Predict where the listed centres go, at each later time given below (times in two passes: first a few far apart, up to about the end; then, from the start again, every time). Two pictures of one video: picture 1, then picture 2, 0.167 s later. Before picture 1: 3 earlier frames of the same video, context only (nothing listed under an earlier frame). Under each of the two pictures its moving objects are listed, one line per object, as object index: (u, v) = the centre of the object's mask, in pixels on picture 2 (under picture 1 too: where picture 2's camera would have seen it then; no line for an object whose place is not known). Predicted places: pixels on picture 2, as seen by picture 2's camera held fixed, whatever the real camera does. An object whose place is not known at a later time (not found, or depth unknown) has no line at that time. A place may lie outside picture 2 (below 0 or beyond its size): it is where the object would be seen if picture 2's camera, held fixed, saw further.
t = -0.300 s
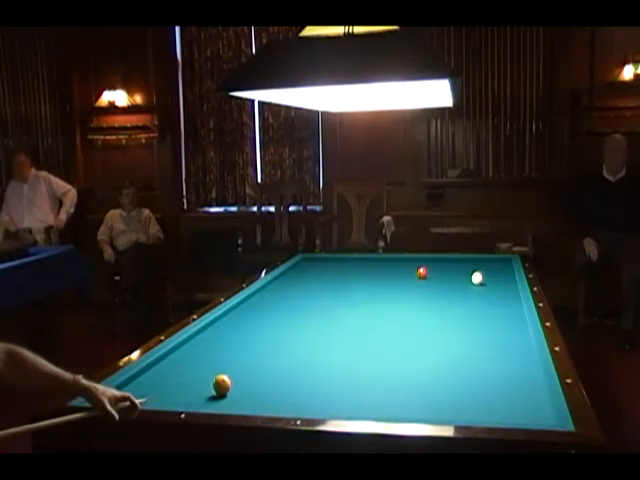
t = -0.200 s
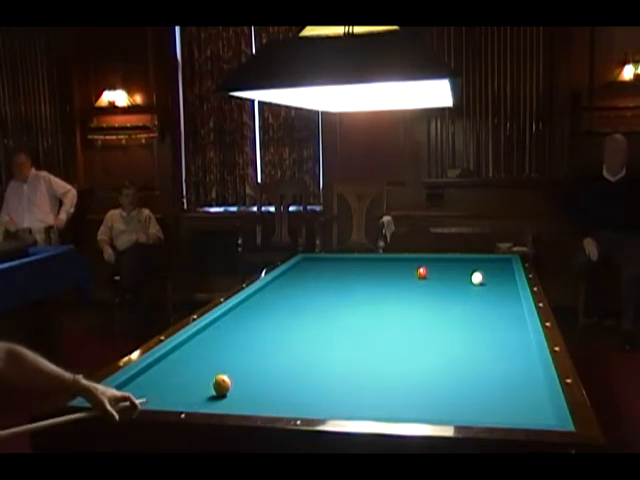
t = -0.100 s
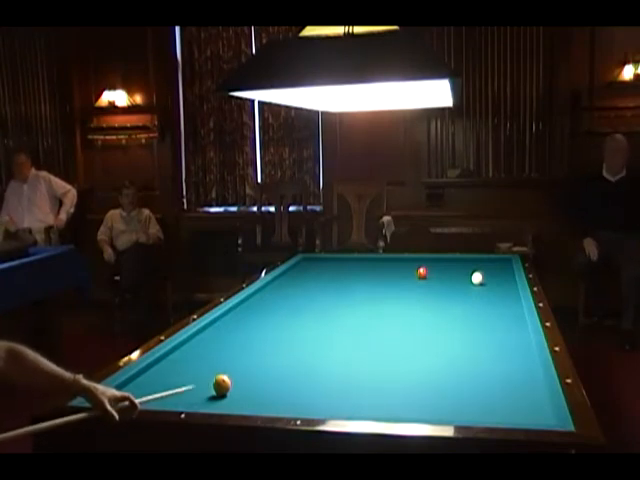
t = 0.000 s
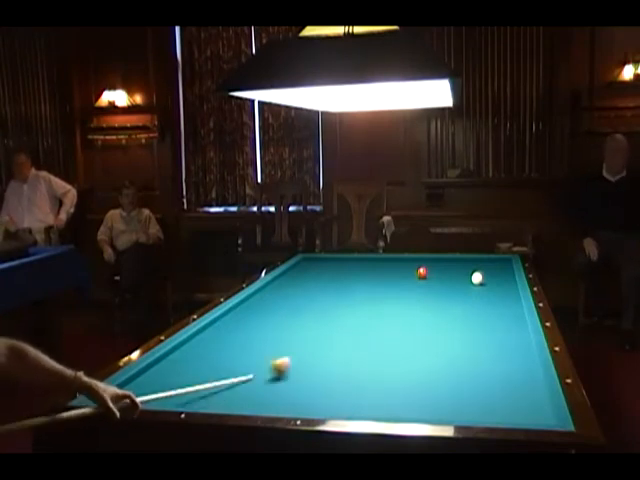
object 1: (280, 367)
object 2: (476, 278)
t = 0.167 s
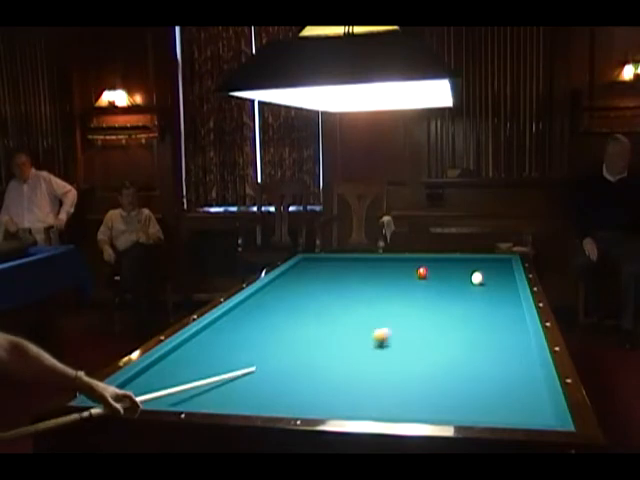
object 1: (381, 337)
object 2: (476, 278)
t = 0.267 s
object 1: (426, 322)
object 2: (476, 278)
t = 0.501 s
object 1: (509, 296)
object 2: (476, 278)
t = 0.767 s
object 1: (461, 280)
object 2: (472, 269)
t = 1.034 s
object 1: (426, 277)
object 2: (464, 259)
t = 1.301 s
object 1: (398, 272)
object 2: (460, 268)
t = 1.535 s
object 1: (377, 269)
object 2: (457, 276)
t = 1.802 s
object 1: (354, 265)
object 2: (453, 286)
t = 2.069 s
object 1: (333, 261)
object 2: (448, 298)
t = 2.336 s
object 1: (314, 258)
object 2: (442, 310)
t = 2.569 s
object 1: (315, 260)
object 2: (436, 323)
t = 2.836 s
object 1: (326, 263)
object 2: (428, 340)
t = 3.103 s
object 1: (337, 266)
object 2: (419, 360)
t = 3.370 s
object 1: (349, 269)
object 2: (408, 384)
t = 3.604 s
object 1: (359, 272)
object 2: (396, 407)
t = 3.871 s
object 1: (372, 275)
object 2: (394, 403)
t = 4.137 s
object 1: (384, 279)
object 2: (397, 386)
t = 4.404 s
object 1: (397, 282)
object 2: (400, 372)
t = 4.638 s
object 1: (408, 286)
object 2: (402, 361)
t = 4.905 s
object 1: (422, 290)
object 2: (404, 351)
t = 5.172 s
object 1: (435, 293)
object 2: (406, 342)
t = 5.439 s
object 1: (450, 297)
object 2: (407, 333)
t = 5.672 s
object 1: (462, 301)
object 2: (408, 327)
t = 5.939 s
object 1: (477, 305)
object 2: (410, 320)
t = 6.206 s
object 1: (491, 309)
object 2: (411, 313)
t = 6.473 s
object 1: (507, 314)
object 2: (412, 307)
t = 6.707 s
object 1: (517, 318)
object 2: (412, 303)
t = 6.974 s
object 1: (511, 320)
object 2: (413, 299)
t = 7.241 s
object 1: (505, 323)
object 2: (413, 294)
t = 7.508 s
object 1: (498, 325)
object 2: (413, 291)
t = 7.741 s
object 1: (493, 328)
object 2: (413, 287)
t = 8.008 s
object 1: (488, 330)
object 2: (413, 284)
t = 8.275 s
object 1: (482, 332)
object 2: (413, 280)
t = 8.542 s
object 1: (478, 334)
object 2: (413, 278)
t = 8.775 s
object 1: (473, 336)
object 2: (413, 275)
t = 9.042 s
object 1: (469, 338)
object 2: (412, 273)
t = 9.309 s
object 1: (464, 340)
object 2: (408, 271)
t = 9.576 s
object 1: (460, 342)
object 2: (405, 270)
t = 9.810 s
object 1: (457, 343)
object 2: (402, 268)
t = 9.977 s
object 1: (455, 344)
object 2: (400, 267)
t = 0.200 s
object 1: (397, 331)
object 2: (476, 278)
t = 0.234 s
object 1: (412, 327)
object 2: (476, 277)
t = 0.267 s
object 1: (426, 322)
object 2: (476, 278)
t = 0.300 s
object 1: (440, 318)
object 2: (476, 278)
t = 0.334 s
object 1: (453, 314)
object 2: (476, 278)
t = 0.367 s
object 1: (465, 310)
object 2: (476, 278)
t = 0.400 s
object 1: (477, 306)
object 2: (476, 278)
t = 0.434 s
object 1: (488, 303)
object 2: (476, 278)
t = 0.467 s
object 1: (499, 299)
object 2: (476, 278)
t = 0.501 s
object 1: (509, 296)
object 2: (476, 278)
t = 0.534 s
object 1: (510, 292)
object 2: (476, 278)
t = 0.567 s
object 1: (500, 289)
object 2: (476, 278)
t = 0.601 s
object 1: (492, 286)
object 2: (476, 278)
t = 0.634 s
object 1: (484, 283)
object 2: (475, 277)
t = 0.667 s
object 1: (477, 279)
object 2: (474, 274)
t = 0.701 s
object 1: (471, 280)
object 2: (476, 273)
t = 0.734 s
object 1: (466, 280)
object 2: (474, 271)
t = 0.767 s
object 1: (461, 280)
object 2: (472, 269)
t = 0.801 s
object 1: (456, 280)
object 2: (470, 267)
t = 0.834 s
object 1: (451, 280)
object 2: (469, 265)
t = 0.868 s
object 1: (446, 280)
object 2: (468, 263)
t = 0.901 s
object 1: (442, 279)
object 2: (467, 261)
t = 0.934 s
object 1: (437, 279)
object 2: (466, 259)
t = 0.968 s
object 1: (434, 278)
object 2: (465, 258)
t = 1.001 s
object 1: (430, 278)
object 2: (465, 258)
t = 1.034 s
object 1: (426, 277)
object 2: (464, 259)
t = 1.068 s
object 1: (422, 276)
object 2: (463, 260)
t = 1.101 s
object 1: (419, 276)
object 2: (463, 262)
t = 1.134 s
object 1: (415, 275)
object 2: (462, 263)
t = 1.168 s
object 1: (412, 274)
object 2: (462, 264)
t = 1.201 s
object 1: (409, 274)
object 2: (462, 265)
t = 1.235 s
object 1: (405, 274)
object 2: (461, 266)
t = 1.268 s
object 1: (402, 273)
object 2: (461, 267)
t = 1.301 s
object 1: (398, 272)
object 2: (460, 268)
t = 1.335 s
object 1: (395, 272)
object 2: (460, 269)
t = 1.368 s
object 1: (392, 271)
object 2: (460, 271)
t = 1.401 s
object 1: (389, 271)
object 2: (459, 272)
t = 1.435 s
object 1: (386, 270)
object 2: (459, 273)
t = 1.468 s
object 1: (383, 270)
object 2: (458, 274)
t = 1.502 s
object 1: (380, 269)
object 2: (458, 275)
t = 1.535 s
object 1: (377, 269)
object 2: (457, 276)
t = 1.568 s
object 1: (374, 268)
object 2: (457, 277)
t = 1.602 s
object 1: (371, 268)
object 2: (456, 279)
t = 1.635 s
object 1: (368, 267)
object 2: (456, 280)
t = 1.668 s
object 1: (365, 266)
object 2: (455, 281)
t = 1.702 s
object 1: (362, 266)
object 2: (455, 282)
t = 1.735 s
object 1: (360, 265)
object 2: (454, 283)
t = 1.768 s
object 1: (357, 265)
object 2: (454, 285)
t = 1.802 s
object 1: (354, 265)
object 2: (453, 286)
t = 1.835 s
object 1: (351, 264)
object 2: (453, 287)
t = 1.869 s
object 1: (349, 263)
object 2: (452, 289)
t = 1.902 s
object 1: (346, 263)
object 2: (451, 290)
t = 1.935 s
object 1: (343, 262)
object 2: (451, 291)
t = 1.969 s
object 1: (341, 262)
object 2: (450, 293)
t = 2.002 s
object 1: (338, 262)
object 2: (449, 295)
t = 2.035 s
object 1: (336, 261)
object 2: (449, 296)
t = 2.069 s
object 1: (333, 261)
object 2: (448, 298)
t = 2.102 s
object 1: (331, 260)
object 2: (447, 299)
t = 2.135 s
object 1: (328, 260)
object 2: (447, 300)
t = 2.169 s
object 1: (326, 260)
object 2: (446, 302)
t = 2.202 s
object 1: (324, 259)
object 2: (445, 304)
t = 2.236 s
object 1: (321, 259)
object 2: (444, 305)
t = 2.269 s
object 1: (319, 258)
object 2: (444, 307)
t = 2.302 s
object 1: (317, 258)
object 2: (443, 308)
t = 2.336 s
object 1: (314, 258)
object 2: (442, 310)
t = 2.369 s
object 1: (310, 258)
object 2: (441, 312)
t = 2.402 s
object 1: (306, 258)
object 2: (440, 313)
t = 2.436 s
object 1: (307, 258)
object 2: (440, 315)
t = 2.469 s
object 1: (310, 259)
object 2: (439, 317)
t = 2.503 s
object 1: (312, 259)
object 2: (438, 319)
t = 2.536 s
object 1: (313, 260)
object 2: (437, 321)
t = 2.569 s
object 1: (315, 260)
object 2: (436, 323)
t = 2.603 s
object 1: (317, 260)
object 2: (435, 325)
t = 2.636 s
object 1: (318, 261)
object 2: (434, 327)
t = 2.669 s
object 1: (320, 261)
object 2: (433, 329)
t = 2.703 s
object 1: (321, 261)
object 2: (432, 331)
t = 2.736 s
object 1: (322, 262)
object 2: (432, 333)
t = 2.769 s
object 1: (323, 262)
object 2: (430, 335)
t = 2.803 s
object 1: (325, 262)
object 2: (429, 338)
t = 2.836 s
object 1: (326, 263)
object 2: (428, 340)
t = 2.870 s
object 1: (327, 263)
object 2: (427, 342)
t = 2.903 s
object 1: (329, 264)
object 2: (426, 345)
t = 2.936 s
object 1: (330, 264)
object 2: (425, 347)
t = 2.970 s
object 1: (332, 264)
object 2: (424, 350)
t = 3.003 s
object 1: (333, 265)
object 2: (423, 352)
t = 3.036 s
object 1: (335, 265)
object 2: (422, 355)
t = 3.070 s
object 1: (336, 265)
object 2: (420, 357)
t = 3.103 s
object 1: (337, 266)
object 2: (419, 360)
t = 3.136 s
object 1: (339, 266)
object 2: (418, 362)
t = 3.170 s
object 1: (340, 267)
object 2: (416, 365)
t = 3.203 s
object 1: (342, 267)
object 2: (415, 368)
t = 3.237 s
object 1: (343, 267)
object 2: (414, 371)
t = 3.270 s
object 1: (345, 268)
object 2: (412, 375)
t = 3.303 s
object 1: (346, 268)
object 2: (411, 377)
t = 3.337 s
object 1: (348, 268)
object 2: (409, 381)
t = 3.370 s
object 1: (349, 269)
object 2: (408, 384)
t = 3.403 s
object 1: (351, 269)
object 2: (406, 387)
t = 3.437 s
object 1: (352, 270)
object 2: (405, 390)
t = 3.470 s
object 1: (353, 270)
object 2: (403, 394)
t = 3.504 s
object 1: (355, 271)
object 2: (401, 397)
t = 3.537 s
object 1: (356, 271)
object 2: (400, 401)
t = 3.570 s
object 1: (358, 271)
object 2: (398, 404)
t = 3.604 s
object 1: (359, 272)
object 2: (396, 407)
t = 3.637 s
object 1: (361, 272)
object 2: (394, 409)
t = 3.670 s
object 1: (362, 273)
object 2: (392, 411)
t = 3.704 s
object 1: (364, 273)
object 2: (392, 411)
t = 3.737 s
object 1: (365, 273)
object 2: (393, 409)
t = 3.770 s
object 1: (367, 274)
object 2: (393, 407)
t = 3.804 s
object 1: (368, 274)
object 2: (394, 406)
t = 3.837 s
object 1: (370, 275)
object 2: (394, 404)
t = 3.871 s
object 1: (372, 275)
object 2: (394, 403)
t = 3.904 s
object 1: (373, 276)
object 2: (395, 400)
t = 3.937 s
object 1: (375, 276)
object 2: (395, 399)
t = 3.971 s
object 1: (376, 277)
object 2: (396, 396)
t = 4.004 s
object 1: (378, 277)
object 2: (396, 394)
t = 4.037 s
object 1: (379, 277)
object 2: (396, 392)
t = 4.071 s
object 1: (381, 278)
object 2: (397, 390)
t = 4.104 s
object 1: (383, 278)
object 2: (397, 388)
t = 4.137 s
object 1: (384, 279)
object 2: (397, 386)
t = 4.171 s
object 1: (386, 279)
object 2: (398, 384)
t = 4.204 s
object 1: (387, 280)
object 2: (398, 382)
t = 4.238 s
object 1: (389, 280)
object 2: (399, 381)
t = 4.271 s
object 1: (391, 281)
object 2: (399, 379)
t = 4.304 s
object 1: (392, 281)
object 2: (400, 377)
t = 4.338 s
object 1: (394, 282)
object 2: (400, 375)
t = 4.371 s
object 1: (395, 282)
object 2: (400, 374)
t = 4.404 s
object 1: (397, 282)
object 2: (400, 372)
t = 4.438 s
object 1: (399, 283)
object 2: (400, 370)
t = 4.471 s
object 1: (400, 283)
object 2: (401, 369)
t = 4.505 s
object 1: (402, 284)
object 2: (401, 367)
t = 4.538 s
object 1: (403, 284)
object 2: (401, 366)
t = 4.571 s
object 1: (405, 285)
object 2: (402, 364)
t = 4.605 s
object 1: (407, 285)
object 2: (402, 363)
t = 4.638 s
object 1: (408, 286)
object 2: (402, 361)
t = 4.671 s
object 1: (410, 286)
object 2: (402, 360)
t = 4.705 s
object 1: (412, 287)
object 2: (403, 359)
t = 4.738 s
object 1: (414, 287)
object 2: (403, 357)
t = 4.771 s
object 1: (415, 288)
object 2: (403, 356)
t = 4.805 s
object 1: (417, 288)
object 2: (403, 355)
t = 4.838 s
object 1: (418, 289)
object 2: (403, 353)
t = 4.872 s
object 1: (420, 289)
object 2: (404, 352)
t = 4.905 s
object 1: (422, 290)
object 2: (404, 351)
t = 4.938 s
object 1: (424, 290)
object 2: (404, 350)
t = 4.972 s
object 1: (425, 291)
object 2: (405, 348)
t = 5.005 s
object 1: (427, 291)
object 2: (405, 347)
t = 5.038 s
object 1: (429, 291)
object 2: (405, 345)
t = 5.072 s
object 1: (431, 292)
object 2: (405, 345)
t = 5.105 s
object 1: (432, 293)
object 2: (405, 344)
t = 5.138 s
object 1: (434, 293)
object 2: (405, 342)
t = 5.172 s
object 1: (435, 293)
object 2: (406, 342)
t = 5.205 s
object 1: (437, 294)
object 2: (406, 340)
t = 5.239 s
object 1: (439, 294)
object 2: (406, 339)
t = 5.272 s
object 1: (441, 295)
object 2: (406, 338)
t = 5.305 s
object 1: (443, 296)
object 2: (407, 337)
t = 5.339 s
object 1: (444, 296)
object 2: (407, 336)
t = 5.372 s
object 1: (446, 296)
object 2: (407, 335)
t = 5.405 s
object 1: (448, 297)
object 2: (407, 334)
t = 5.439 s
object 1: (450, 297)
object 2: (407, 333)
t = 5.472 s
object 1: (452, 298)
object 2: (407, 332)
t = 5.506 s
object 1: (453, 298)
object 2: (408, 331)
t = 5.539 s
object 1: (455, 299)
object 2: (408, 330)
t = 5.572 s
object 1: (457, 299)
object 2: (408, 329)
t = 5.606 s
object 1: (459, 300)
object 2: (408, 328)
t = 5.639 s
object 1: (460, 300)
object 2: (408, 328)
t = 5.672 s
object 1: (462, 301)
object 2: (408, 327)
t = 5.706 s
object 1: (464, 301)
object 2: (409, 326)
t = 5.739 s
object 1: (466, 302)
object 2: (409, 325)
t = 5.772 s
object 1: (467, 302)
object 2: (409, 324)
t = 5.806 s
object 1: (470, 303)
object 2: (409, 323)
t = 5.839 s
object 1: (471, 303)
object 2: (409, 322)
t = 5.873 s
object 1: (473, 304)
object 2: (409, 321)
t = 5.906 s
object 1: (475, 305)
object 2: (409, 320)
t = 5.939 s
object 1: (477, 305)
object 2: (410, 320)
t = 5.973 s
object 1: (479, 306)
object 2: (410, 318)
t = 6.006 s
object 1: (480, 306)
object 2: (410, 318)
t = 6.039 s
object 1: (482, 307)
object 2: (410, 317)
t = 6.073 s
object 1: (484, 307)
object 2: (410, 316)
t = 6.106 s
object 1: (486, 308)
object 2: (410, 316)
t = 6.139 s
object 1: (488, 308)
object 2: (410, 315)
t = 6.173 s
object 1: (489, 309)
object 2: (410, 314)
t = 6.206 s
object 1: (491, 309)
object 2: (411, 313)
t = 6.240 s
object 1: (493, 310)
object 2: (411, 313)
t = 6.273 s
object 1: (495, 310)
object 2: (411, 312)
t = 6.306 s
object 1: (497, 311)
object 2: (411, 311)
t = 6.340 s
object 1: (499, 311)
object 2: (411, 310)
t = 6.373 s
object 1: (501, 312)
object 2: (411, 310)
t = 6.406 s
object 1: (503, 313)
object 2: (412, 309)
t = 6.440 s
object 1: (505, 313)
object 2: (412, 308)
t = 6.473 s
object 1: (507, 314)
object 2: (412, 307)
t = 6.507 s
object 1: (509, 315)
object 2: (412, 307)
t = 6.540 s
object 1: (510, 315)
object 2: (412, 307)
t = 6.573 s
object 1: (512, 316)
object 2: (412, 306)
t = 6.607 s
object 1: (514, 316)
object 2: (412, 305)
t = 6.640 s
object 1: (516, 317)
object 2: (412, 304)
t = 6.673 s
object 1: (518, 317)
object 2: (412, 304)
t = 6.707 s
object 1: (517, 318)
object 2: (412, 303)
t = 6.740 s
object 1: (516, 318)
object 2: (412, 302)
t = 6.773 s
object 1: (515, 318)
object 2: (412, 302)
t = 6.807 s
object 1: (515, 318)
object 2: (412, 301)
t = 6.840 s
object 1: (514, 319)
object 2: (412, 301)
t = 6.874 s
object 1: (513, 319)
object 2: (412, 300)
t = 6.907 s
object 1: (512, 320)
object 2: (413, 300)
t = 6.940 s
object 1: (512, 320)
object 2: (413, 299)
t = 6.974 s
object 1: (511, 320)
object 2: (413, 299)
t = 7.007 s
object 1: (510, 321)
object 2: (413, 298)
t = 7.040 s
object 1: (509, 321)
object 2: (413, 298)
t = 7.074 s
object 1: (508, 321)
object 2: (412, 297)
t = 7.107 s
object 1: (508, 321)
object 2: (412, 296)
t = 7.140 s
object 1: (507, 322)
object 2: (413, 296)
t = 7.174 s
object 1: (506, 322)
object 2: (413, 295)
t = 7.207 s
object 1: (505, 323)
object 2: (413, 295)
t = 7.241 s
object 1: (505, 323)
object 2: (413, 294)
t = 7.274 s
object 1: (504, 323)
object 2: (413, 294)
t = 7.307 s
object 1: (503, 323)
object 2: (413, 293)
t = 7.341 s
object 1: (502, 324)
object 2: (413, 293)
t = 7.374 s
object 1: (502, 324)
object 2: (413, 292)
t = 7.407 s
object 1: (500, 325)
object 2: (413, 292)
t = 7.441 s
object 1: (500, 325)
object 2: (413, 291)
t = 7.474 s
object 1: (499, 325)
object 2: (413, 291)
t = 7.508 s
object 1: (498, 325)
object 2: (413, 291)
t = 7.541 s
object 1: (498, 326)
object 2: (413, 290)
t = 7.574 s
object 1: (497, 326)
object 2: (413, 289)
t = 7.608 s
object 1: (496, 326)
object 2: (413, 289)
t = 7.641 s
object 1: (496, 327)
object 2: (413, 288)
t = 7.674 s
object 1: (495, 327)
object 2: (413, 288)
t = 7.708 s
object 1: (494, 327)
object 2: (413, 288)
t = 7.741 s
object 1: (493, 328)
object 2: (413, 287)
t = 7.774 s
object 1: (493, 328)
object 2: (413, 287)
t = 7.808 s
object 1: (492, 328)
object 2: (413, 286)
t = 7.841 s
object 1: (491, 328)
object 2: (413, 286)
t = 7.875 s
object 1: (490, 329)
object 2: (413, 285)
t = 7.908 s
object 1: (490, 329)
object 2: (413, 285)
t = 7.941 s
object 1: (489, 329)
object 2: (413, 284)
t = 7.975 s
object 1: (488, 330)
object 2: (413, 284)
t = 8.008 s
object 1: (488, 330)
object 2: (413, 284)
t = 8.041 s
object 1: (487, 330)
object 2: (413, 284)
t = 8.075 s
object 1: (486, 331)
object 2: (413, 283)
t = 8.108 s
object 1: (486, 331)
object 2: (413, 282)
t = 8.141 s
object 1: (485, 331)
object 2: (413, 282)
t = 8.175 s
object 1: (485, 331)
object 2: (413, 281)
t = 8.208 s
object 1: (484, 331)
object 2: (413, 281)
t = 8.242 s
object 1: (483, 332)
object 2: (413, 281)
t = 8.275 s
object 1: (482, 332)
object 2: (413, 280)
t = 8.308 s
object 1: (482, 332)
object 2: (413, 280)
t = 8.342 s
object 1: (481, 333)
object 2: (413, 280)
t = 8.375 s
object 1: (480, 333)
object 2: (413, 279)
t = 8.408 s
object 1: (480, 333)
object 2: (413, 279)
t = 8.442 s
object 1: (479, 333)
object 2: (413, 279)
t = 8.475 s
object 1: (479, 334)
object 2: (413, 278)
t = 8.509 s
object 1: (478, 334)
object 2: (413, 278)
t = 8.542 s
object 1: (478, 334)
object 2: (413, 278)
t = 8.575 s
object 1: (477, 334)
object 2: (413, 277)
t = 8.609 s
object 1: (476, 335)
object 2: (413, 277)
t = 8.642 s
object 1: (476, 335)
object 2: (413, 277)
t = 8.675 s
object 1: (475, 335)
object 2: (413, 276)
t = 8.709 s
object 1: (474, 336)
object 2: (413, 276)
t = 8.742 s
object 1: (473, 336)
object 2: (412, 275)
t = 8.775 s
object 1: (473, 336)
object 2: (413, 275)
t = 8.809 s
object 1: (473, 336)
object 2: (413, 275)
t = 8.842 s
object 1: (472, 337)
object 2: (413, 274)
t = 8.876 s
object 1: (471, 337)
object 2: (413, 274)
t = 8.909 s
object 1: (471, 337)
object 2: (412, 274)
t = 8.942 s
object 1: (470, 337)
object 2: (413, 274)
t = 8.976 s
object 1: (470, 337)
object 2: (412, 274)
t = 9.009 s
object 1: (469, 338)
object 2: (412, 273)
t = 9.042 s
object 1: (469, 338)
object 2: (412, 273)
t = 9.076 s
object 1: (468, 338)
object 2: (411, 273)
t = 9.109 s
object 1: (467, 339)
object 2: (411, 272)
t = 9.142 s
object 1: (467, 339)
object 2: (410, 272)
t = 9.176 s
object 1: (466, 339)
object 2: (410, 272)
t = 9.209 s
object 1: (466, 339)
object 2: (409, 272)
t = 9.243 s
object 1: (465, 340)
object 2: (409, 272)
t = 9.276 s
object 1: (465, 340)
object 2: (409, 271)
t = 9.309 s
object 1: (464, 340)
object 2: (408, 271)
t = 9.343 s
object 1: (464, 340)
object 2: (408, 271)
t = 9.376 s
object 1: (463, 340)
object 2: (407, 271)
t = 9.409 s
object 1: (462, 341)
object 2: (407, 271)
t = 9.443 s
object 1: (462, 341)
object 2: (406, 270)
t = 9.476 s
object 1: (462, 341)
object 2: (406, 270)
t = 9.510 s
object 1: (461, 341)
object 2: (405, 270)
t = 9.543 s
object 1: (461, 341)
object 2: (405, 270)
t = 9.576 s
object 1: (460, 342)
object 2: (405, 270)
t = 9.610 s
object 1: (460, 342)
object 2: (404, 270)
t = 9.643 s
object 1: (459, 342)
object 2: (404, 269)
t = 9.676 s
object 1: (459, 342)
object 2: (403, 269)
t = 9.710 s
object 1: (458, 342)
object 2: (403, 269)
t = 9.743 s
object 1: (458, 342)
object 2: (402, 268)
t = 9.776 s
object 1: (457, 343)
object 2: (402, 268)
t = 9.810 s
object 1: (457, 343)
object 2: (402, 268)
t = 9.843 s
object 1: (456, 343)
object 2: (401, 268)
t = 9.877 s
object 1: (456, 343)
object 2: (401, 267)
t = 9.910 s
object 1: (456, 343)
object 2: (401, 267)
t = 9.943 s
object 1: (455, 344)
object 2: (400, 267)
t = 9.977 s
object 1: (455, 344)
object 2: (400, 267)
